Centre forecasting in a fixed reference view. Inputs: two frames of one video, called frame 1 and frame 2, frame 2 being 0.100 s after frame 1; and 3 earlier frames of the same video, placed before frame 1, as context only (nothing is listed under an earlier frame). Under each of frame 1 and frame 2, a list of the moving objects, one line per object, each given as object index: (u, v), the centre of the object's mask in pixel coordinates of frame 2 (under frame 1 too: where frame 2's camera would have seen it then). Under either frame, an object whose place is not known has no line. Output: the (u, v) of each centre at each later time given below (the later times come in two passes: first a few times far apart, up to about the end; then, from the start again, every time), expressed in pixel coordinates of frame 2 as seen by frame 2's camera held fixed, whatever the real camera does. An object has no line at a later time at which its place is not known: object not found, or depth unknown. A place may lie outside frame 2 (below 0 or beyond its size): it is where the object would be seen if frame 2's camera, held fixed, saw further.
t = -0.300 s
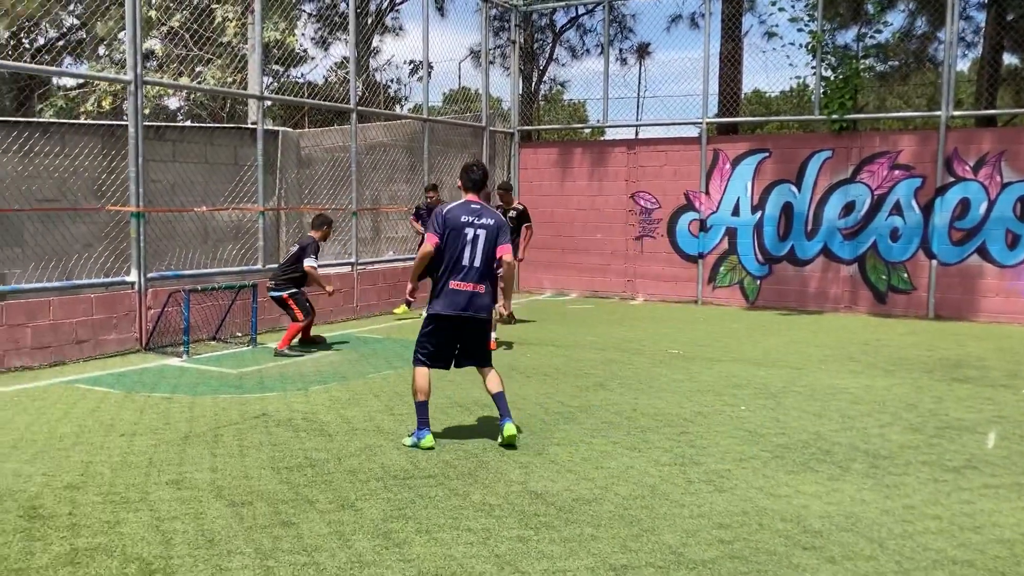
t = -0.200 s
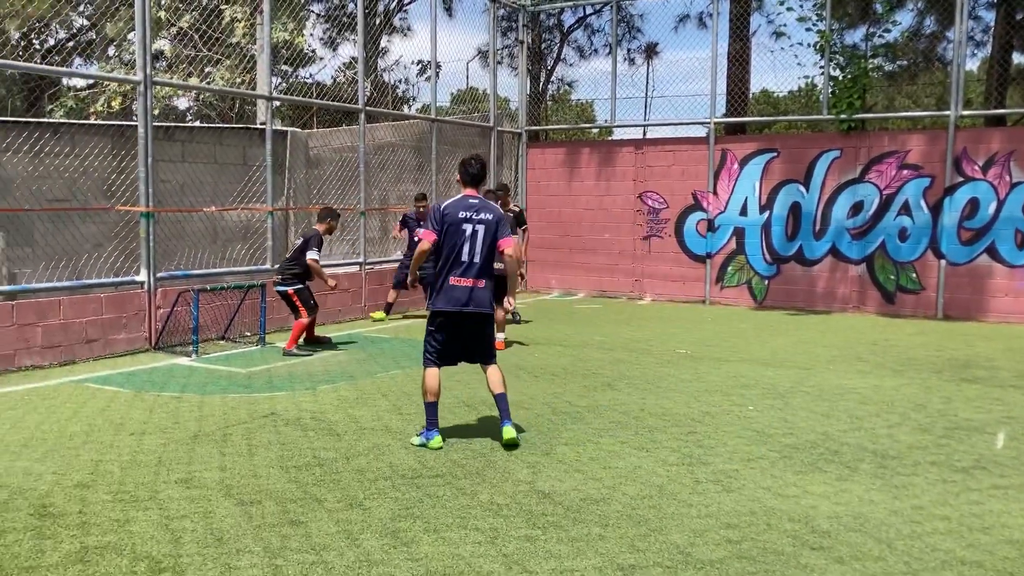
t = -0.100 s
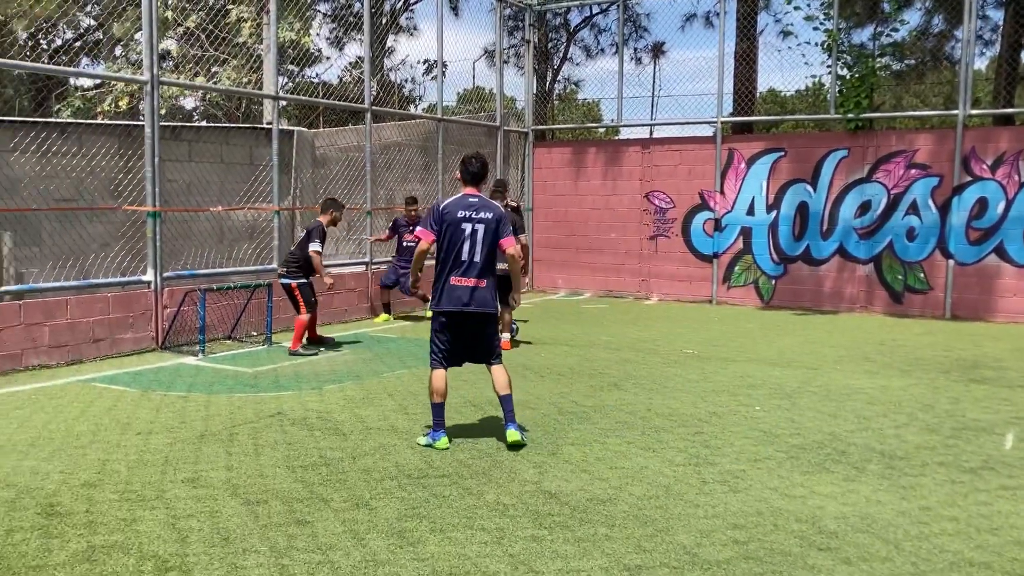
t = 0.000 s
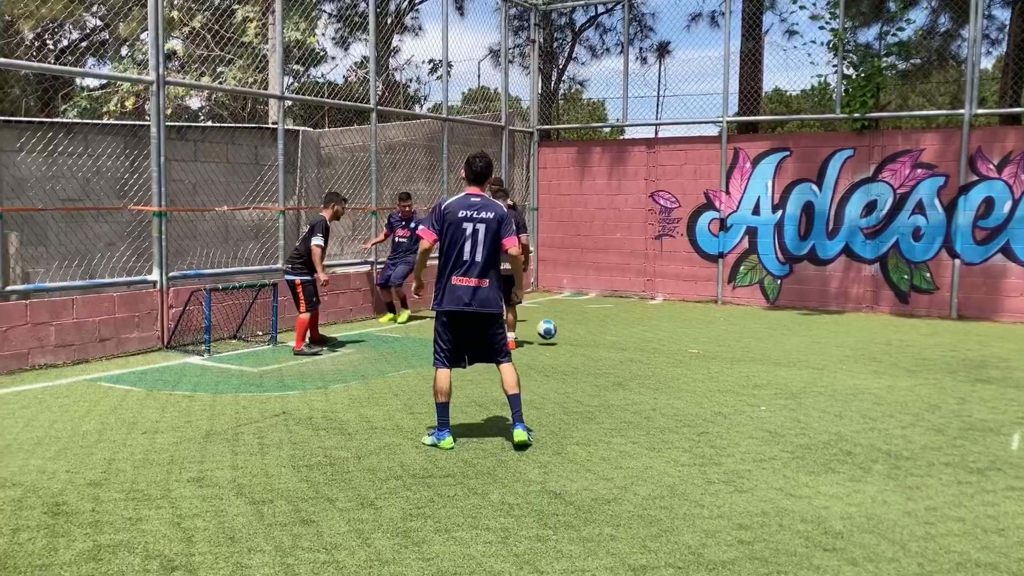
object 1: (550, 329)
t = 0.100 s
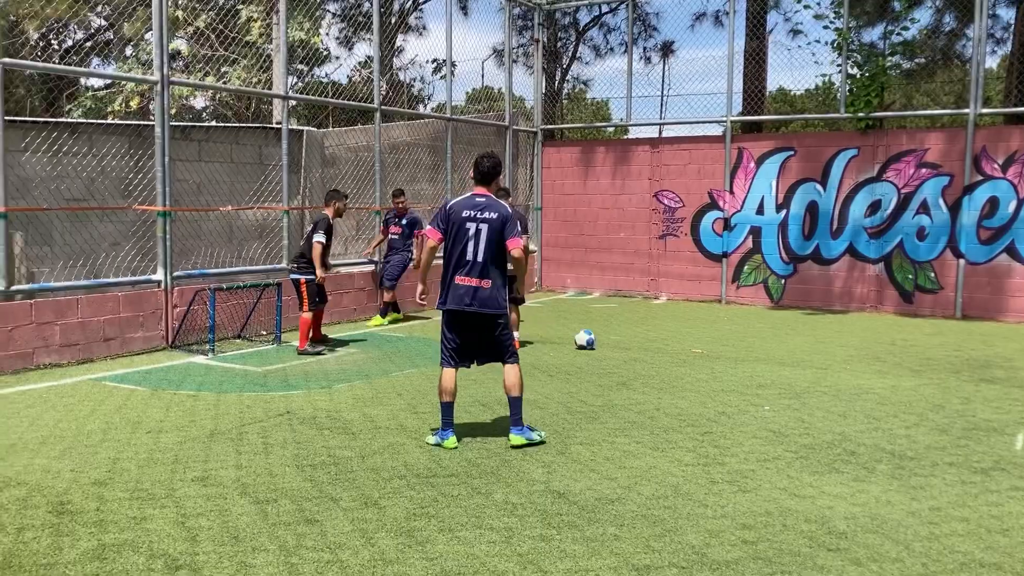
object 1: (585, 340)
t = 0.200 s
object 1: (621, 342)
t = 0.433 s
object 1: (715, 356)
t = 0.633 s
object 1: (803, 368)
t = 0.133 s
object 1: (597, 340)
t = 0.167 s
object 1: (609, 340)
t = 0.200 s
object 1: (621, 342)
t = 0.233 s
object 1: (634, 344)
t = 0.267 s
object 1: (648, 348)
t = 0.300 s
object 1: (660, 348)
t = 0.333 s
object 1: (673, 349)
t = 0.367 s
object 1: (687, 351)
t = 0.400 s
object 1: (700, 354)
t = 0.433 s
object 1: (715, 356)
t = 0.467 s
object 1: (729, 357)
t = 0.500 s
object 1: (743, 360)
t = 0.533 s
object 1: (758, 363)
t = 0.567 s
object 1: (773, 364)
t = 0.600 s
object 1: (788, 365)
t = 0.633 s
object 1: (803, 368)
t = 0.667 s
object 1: (819, 371)
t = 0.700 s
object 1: (835, 373)
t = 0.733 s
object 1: (851, 375)
